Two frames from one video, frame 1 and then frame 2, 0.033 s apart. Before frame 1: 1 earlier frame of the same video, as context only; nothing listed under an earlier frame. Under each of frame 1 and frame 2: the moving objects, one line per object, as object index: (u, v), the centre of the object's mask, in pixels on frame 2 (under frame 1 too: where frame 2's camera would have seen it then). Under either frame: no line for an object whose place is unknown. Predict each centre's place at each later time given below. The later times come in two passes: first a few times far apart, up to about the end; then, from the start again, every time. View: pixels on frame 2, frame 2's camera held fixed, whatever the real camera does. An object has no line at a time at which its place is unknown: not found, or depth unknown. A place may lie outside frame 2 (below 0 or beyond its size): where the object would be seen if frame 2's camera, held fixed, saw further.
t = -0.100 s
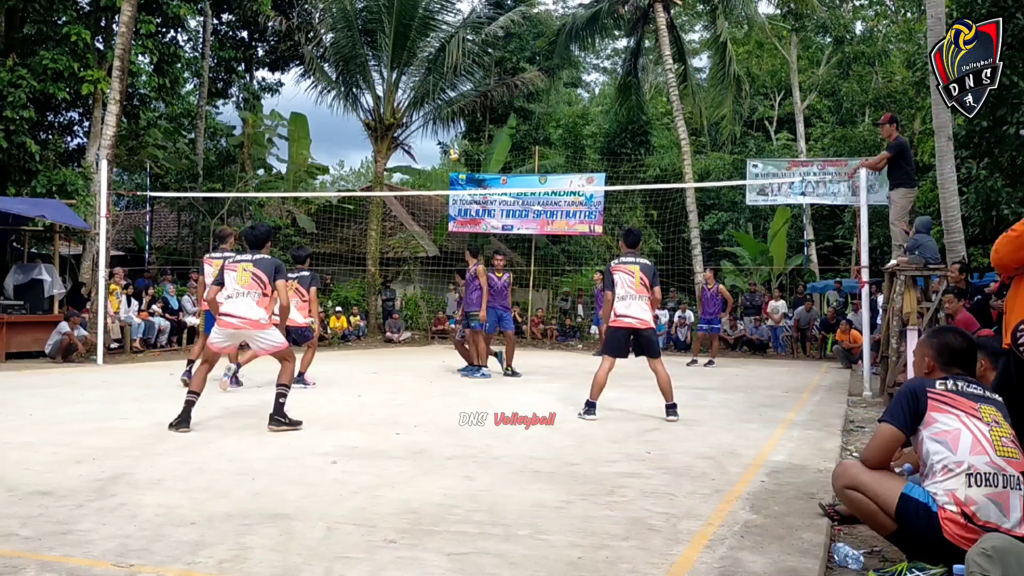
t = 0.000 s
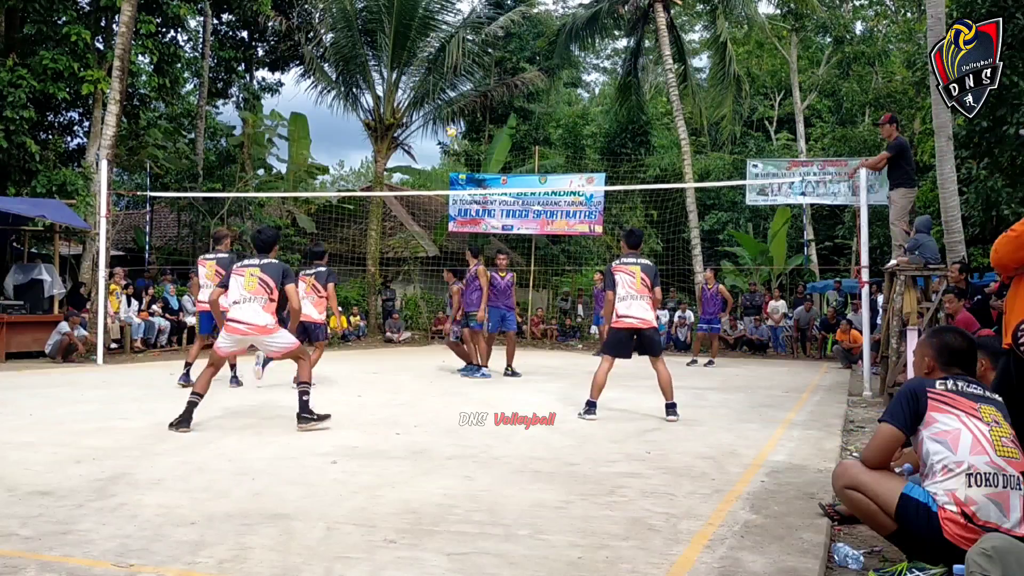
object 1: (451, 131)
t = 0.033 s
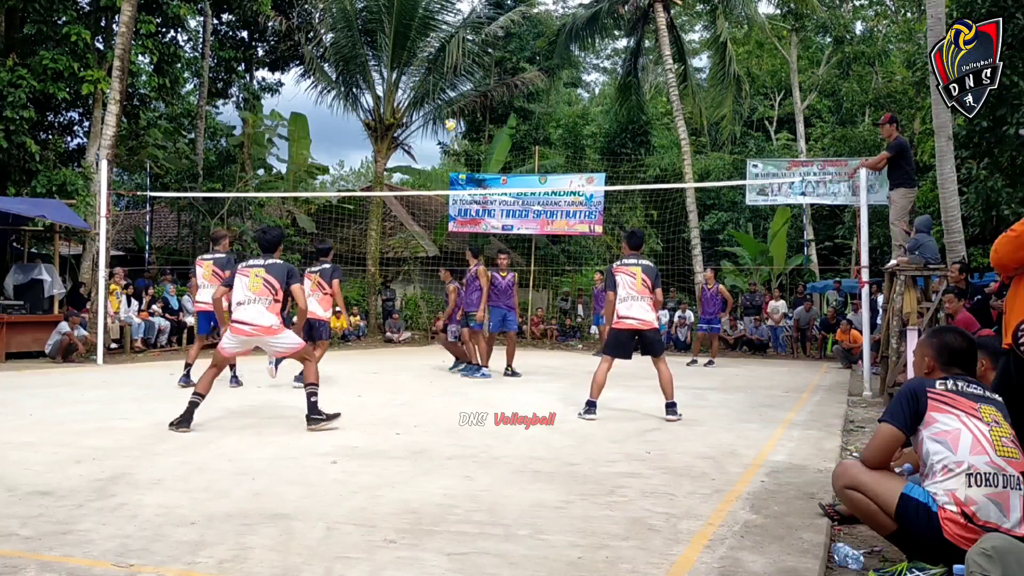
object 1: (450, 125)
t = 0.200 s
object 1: (445, 99)
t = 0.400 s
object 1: (439, 92)
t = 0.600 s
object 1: (434, 118)
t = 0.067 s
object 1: (449, 118)
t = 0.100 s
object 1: (448, 112)
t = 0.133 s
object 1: (447, 107)
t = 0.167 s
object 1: (446, 102)
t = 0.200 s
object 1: (445, 99)
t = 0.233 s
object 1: (444, 96)
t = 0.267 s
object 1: (442, 94)
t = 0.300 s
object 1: (442, 92)
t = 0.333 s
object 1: (441, 92)
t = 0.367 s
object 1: (440, 91)
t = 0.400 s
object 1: (439, 92)
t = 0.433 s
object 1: (438, 93)
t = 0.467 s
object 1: (437, 96)
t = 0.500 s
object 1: (436, 100)
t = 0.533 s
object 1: (435, 104)
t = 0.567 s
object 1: (435, 110)
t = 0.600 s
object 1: (434, 118)
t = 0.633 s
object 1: (433, 128)
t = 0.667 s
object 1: (432, 138)
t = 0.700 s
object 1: (432, 150)
